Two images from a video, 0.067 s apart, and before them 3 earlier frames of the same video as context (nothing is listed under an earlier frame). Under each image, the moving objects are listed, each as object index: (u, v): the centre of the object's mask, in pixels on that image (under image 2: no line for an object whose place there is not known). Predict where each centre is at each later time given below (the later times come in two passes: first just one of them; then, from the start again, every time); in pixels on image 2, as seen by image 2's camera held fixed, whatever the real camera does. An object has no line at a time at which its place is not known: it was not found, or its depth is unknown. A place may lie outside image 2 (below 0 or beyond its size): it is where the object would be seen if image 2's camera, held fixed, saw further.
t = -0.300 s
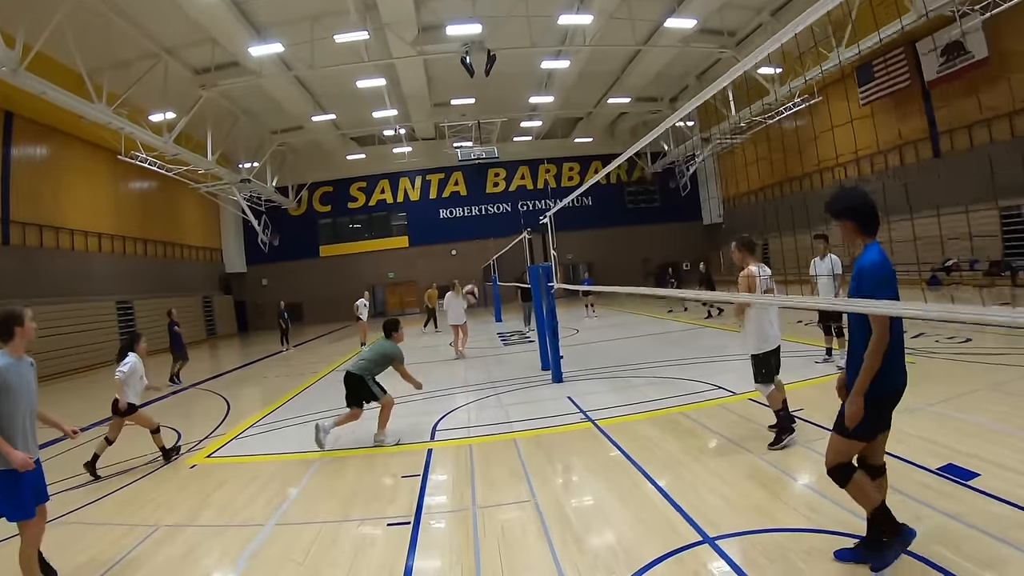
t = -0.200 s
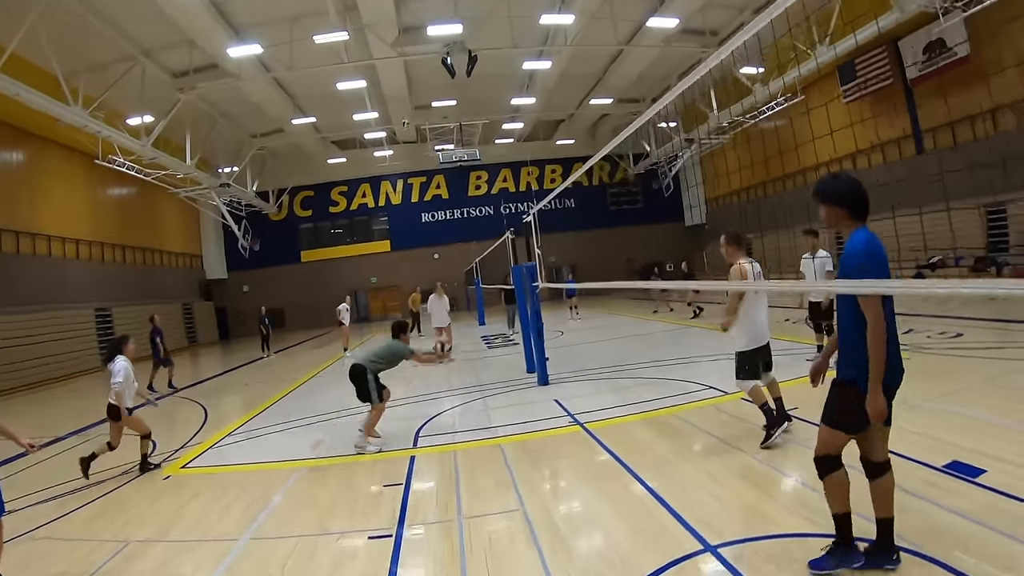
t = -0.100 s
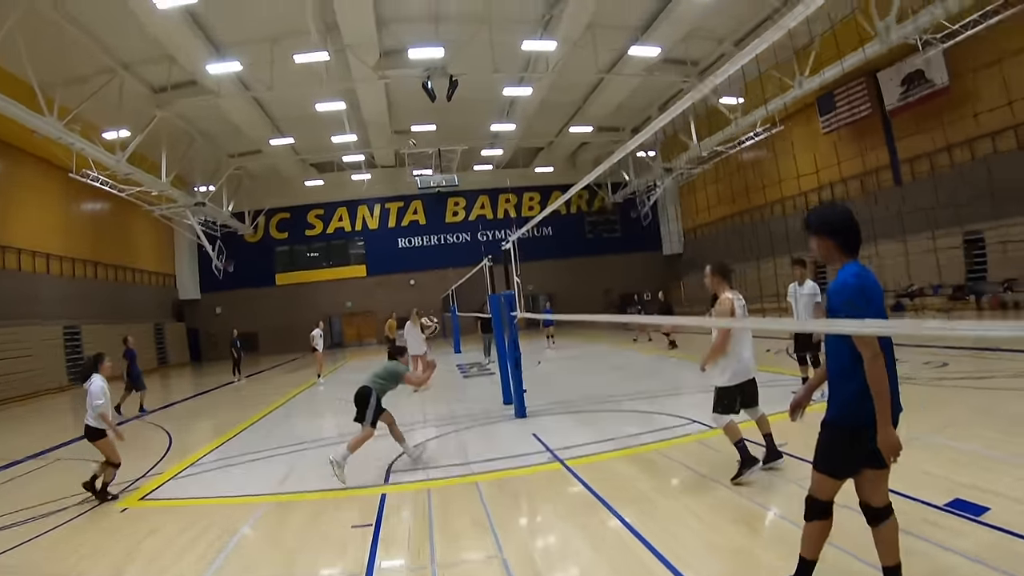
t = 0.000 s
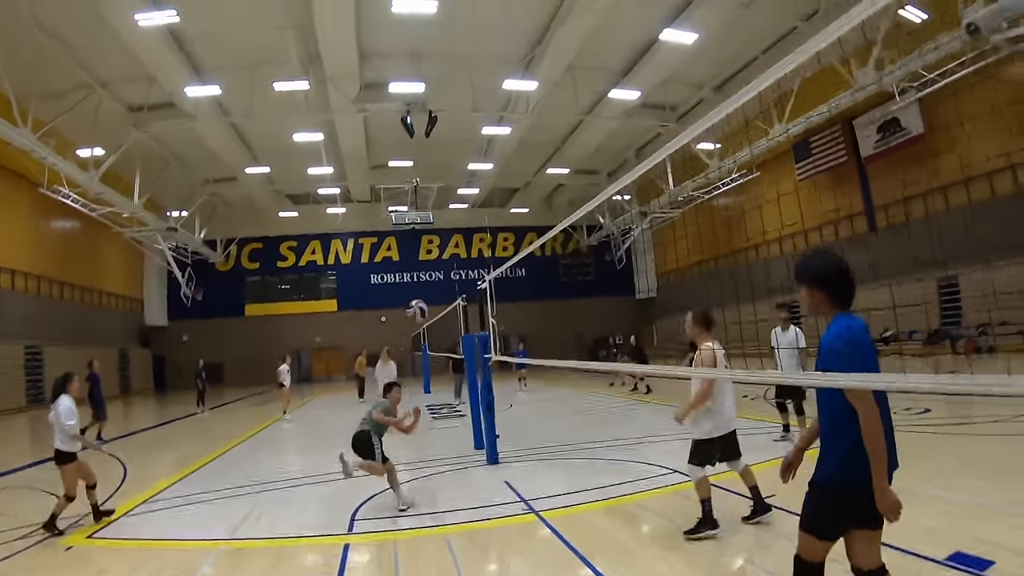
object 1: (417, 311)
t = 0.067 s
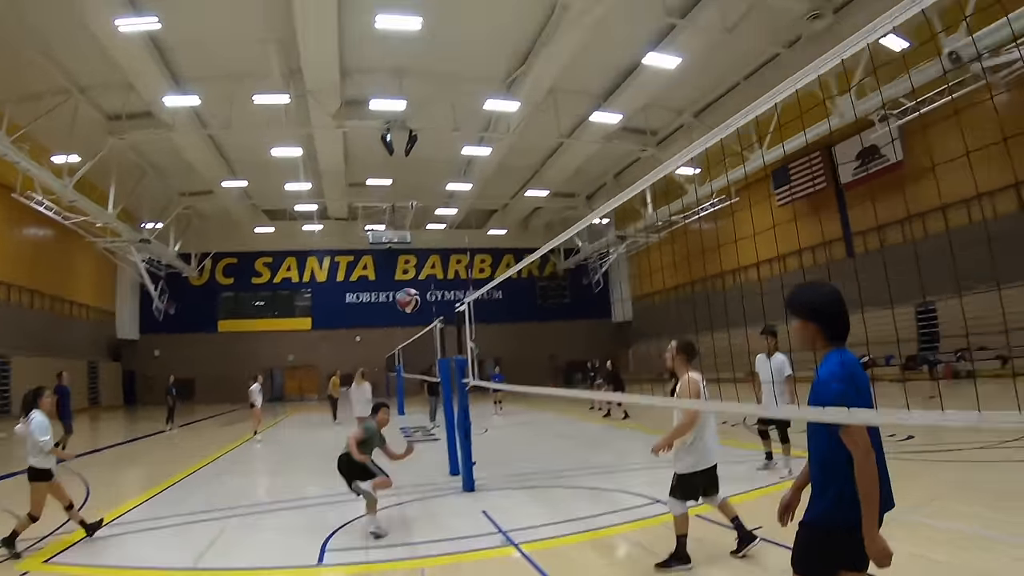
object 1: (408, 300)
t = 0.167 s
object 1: (434, 252)
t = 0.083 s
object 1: (412, 292)
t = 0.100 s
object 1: (417, 285)
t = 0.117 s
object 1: (421, 277)
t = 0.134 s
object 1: (425, 268)
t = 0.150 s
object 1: (429, 260)
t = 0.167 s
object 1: (434, 252)
